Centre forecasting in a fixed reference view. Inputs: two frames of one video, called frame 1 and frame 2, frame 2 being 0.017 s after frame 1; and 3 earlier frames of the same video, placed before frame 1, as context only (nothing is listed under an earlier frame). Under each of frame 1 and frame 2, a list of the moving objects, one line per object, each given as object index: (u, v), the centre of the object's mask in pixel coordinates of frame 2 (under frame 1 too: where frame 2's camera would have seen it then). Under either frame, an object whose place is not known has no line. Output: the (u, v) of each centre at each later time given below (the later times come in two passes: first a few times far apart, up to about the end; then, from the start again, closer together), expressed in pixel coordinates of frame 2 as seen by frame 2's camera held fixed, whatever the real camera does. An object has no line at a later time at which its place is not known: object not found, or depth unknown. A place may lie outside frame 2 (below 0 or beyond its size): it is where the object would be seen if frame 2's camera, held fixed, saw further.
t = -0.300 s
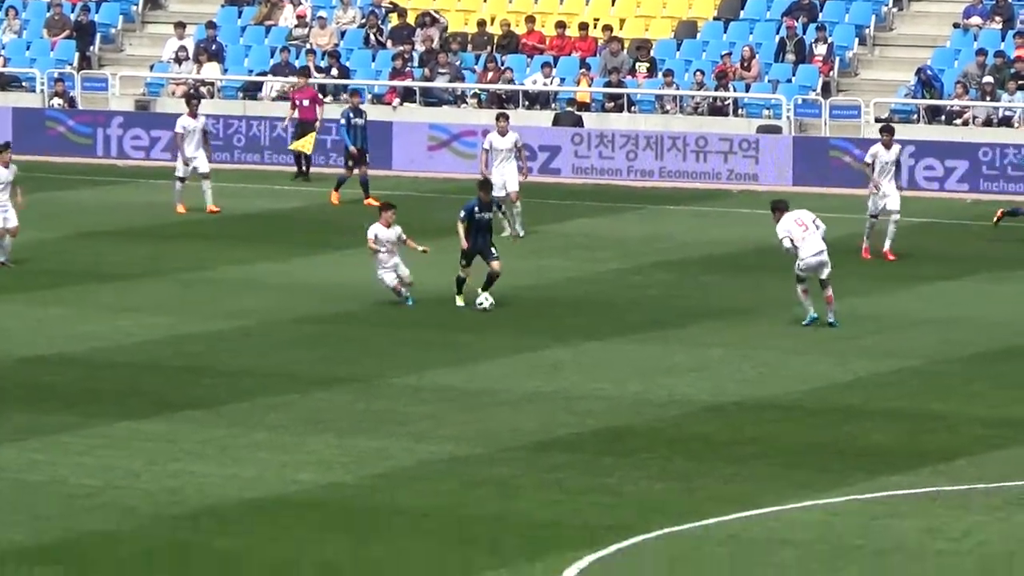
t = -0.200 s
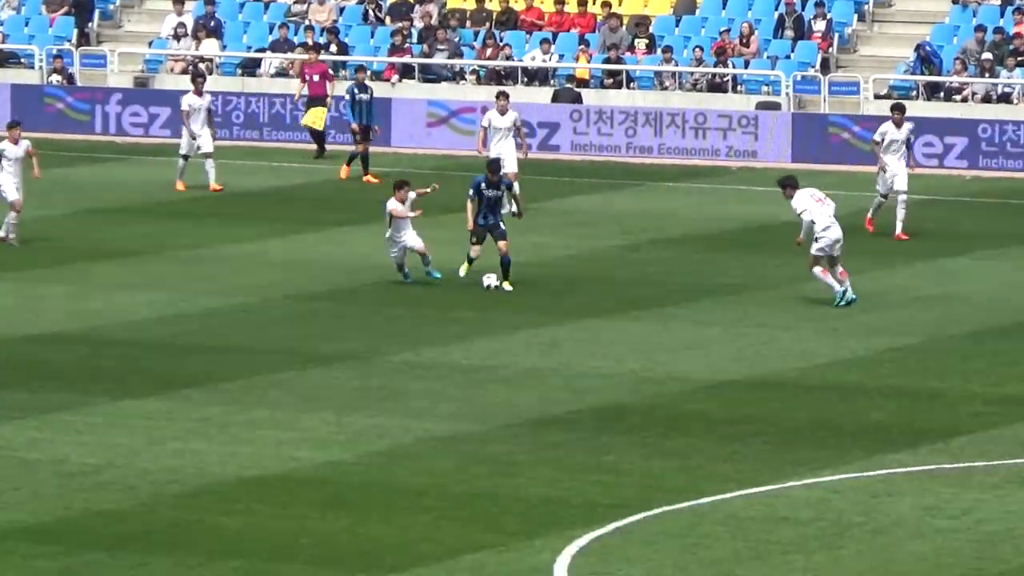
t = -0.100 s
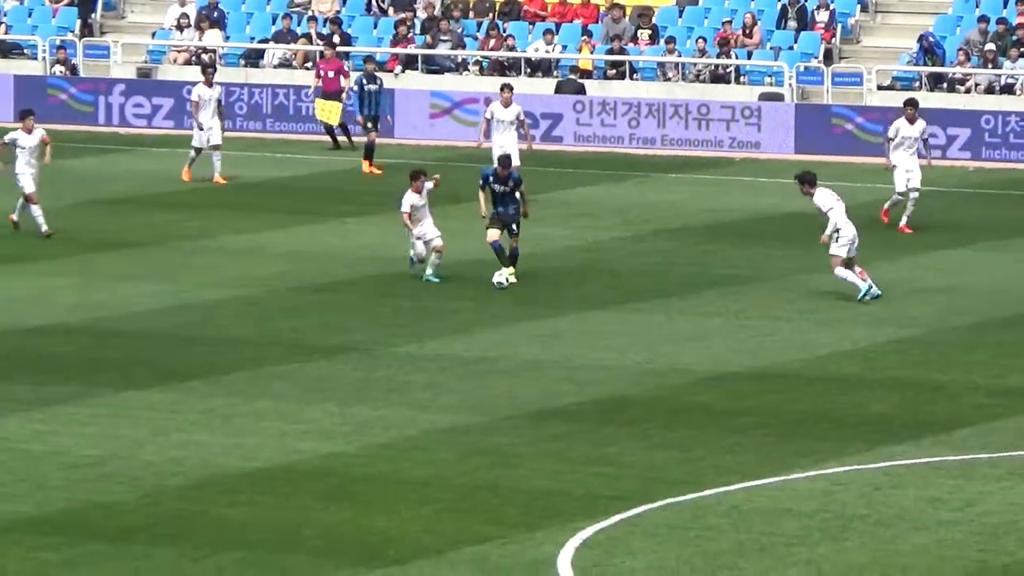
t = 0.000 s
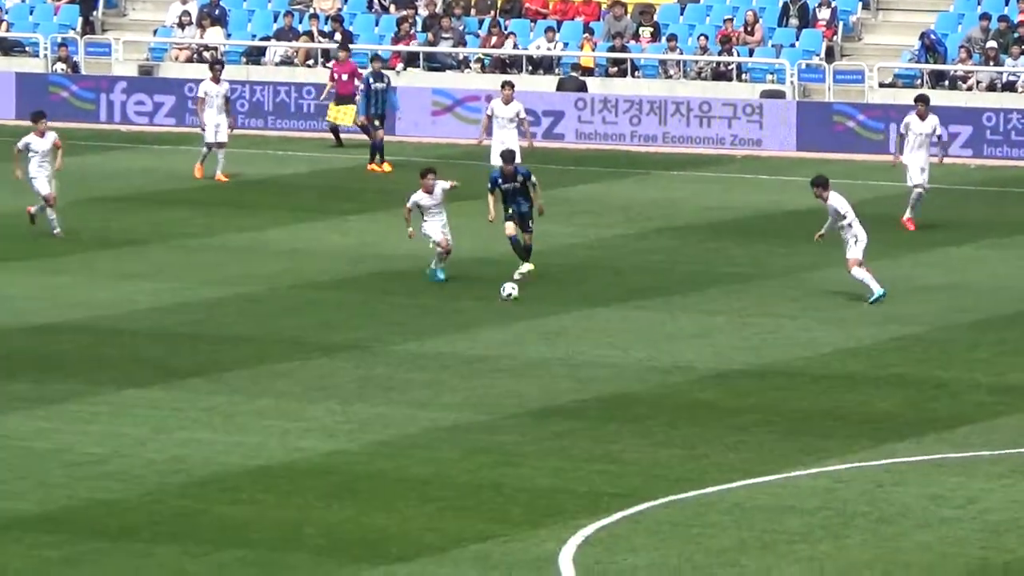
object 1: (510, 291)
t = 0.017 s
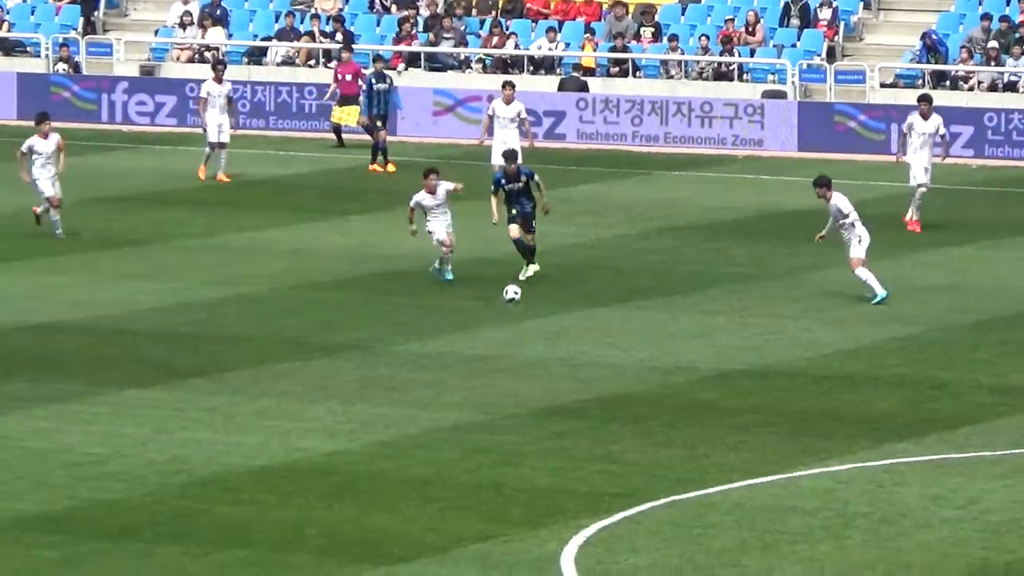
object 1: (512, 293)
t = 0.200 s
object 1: (523, 319)
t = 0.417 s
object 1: (538, 347)
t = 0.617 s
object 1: (550, 368)
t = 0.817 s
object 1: (563, 386)
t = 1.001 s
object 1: (574, 406)
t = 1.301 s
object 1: (588, 437)
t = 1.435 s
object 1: (595, 452)
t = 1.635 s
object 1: (606, 471)
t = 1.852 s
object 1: (619, 489)
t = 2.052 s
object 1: (632, 511)
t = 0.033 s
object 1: (513, 295)
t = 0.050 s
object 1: (514, 298)
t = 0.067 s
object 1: (515, 300)
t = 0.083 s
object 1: (516, 302)
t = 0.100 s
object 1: (517, 304)
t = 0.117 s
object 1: (519, 306)
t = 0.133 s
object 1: (520, 309)
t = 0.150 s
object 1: (521, 311)
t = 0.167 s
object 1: (521, 315)
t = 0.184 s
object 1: (522, 317)
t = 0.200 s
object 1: (523, 319)
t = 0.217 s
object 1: (524, 321)
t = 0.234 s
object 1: (526, 323)
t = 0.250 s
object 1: (527, 325)
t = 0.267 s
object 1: (528, 327)
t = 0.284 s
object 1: (529, 329)
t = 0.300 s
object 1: (530, 331)
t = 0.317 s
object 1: (531, 333)
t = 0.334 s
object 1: (532, 336)
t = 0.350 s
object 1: (533, 339)
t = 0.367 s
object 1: (534, 342)
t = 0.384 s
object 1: (535, 344)
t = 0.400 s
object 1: (536, 345)
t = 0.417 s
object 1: (538, 347)
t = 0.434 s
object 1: (539, 349)
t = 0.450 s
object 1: (540, 350)
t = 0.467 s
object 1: (541, 352)
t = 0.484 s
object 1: (542, 355)
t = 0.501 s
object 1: (542, 357)
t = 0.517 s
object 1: (544, 359)
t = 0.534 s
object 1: (544, 362)
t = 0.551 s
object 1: (545, 362)
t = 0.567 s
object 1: (547, 363)
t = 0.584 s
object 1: (548, 364)
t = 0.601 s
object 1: (550, 366)
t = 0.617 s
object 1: (550, 368)
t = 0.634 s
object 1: (551, 370)
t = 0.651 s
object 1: (552, 370)
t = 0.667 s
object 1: (553, 373)
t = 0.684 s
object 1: (554, 375)
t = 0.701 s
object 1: (556, 378)
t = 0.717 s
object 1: (557, 381)
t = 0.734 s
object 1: (558, 382)
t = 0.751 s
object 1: (559, 383)
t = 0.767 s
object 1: (560, 383)
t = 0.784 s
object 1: (561, 384)
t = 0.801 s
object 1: (562, 385)
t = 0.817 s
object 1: (563, 386)
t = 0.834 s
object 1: (564, 388)
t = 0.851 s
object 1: (565, 390)
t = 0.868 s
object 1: (566, 391)
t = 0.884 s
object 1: (567, 394)
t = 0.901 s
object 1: (569, 397)
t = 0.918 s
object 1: (570, 399)
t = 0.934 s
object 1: (570, 402)
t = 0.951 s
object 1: (571, 404)
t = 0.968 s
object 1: (573, 404)
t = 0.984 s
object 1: (573, 405)
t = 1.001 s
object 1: (574, 406)
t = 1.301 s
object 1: (588, 437)
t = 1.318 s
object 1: (589, 437)
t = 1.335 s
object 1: (590, 439)
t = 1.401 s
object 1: (593, 447)
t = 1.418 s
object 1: (594, 449)
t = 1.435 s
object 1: (595, 452)
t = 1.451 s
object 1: (596, 454)
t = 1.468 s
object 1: (596, 454)
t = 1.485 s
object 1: (598, 454)
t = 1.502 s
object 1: (599, 455)
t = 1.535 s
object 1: (601, 458)
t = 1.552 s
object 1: (602, 460)
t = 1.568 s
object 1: (603, 462)
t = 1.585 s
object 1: (604, 464)
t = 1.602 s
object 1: (604, 467)
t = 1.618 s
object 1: (605, 469)
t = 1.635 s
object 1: (606, 471)
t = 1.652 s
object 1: (608, 472)
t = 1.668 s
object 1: (608, 473)
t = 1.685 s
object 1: (608, 475)
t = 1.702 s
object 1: (610, 476)
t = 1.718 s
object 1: (611, 478)
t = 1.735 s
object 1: (611, 479)
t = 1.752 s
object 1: (613, 482)
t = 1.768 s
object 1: (614, 484)
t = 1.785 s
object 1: (615, 485)
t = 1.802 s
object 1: (616, 487)
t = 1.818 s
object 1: (617, 487)
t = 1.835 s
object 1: (618, 488)
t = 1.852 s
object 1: (619, 489)
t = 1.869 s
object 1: (620, 490)
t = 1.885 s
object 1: (621, 492)
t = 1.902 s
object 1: (622, 494)
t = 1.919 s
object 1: (623, 496)
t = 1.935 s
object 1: (624, 499)
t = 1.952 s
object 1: (625, 501)
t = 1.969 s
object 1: (626, 504)
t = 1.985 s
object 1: (627, 506)
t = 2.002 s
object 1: (628, 507)
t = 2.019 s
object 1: (630, 508)
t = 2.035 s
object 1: (631, 509)
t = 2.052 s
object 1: (632, 511)
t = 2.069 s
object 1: (633, 513)
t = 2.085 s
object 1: (634, 515)
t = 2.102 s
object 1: (635, 519)
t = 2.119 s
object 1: (636, 520)
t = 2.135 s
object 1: (637, 521)
